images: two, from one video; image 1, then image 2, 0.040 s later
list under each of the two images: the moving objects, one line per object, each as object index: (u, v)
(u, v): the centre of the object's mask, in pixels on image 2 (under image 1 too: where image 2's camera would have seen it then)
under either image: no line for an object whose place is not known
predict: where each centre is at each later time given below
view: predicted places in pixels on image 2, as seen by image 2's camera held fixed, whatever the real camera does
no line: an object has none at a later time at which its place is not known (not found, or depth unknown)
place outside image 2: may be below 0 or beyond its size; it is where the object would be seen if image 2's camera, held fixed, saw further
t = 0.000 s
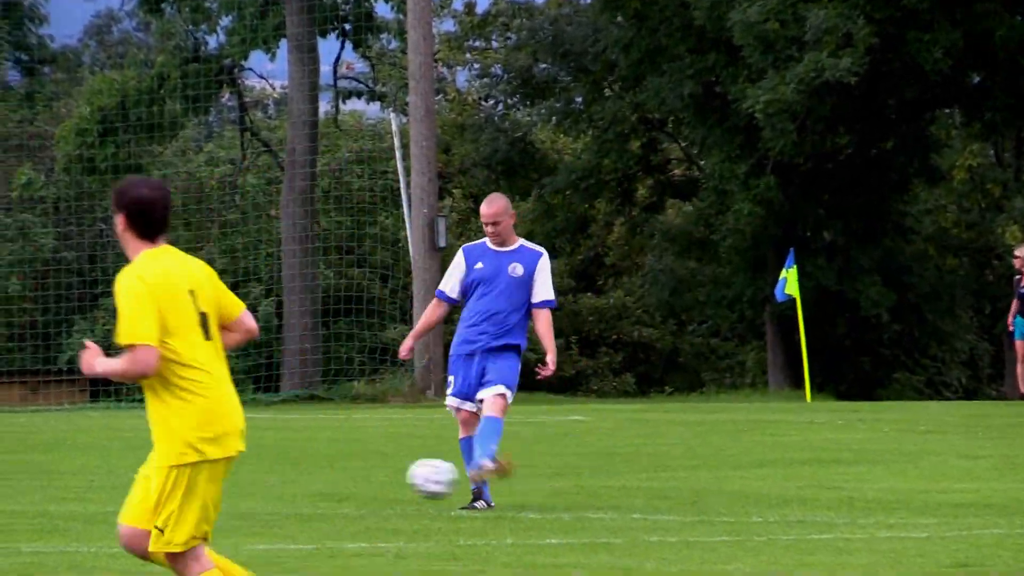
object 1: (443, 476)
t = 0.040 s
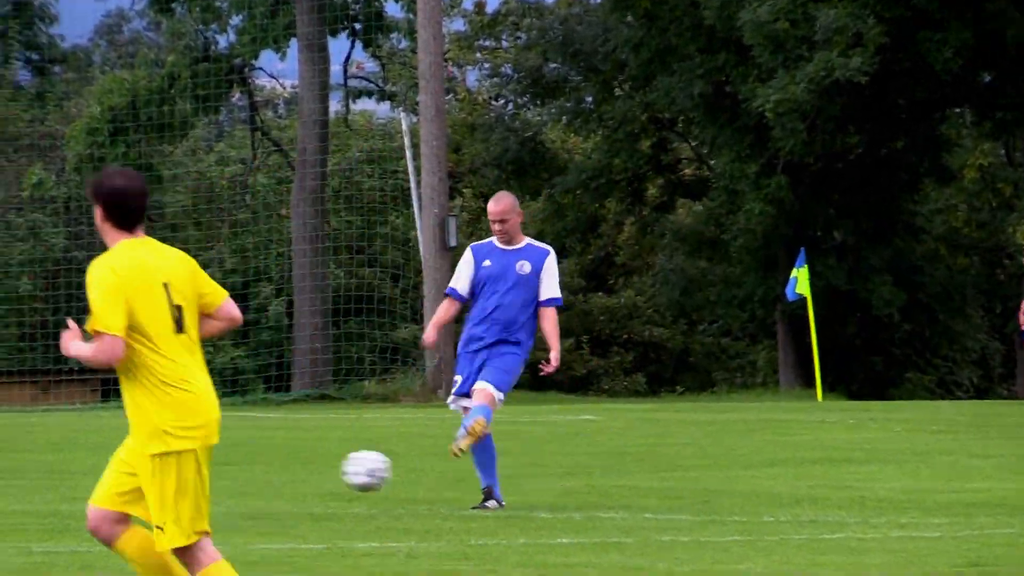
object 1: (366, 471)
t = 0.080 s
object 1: (288, 467)
